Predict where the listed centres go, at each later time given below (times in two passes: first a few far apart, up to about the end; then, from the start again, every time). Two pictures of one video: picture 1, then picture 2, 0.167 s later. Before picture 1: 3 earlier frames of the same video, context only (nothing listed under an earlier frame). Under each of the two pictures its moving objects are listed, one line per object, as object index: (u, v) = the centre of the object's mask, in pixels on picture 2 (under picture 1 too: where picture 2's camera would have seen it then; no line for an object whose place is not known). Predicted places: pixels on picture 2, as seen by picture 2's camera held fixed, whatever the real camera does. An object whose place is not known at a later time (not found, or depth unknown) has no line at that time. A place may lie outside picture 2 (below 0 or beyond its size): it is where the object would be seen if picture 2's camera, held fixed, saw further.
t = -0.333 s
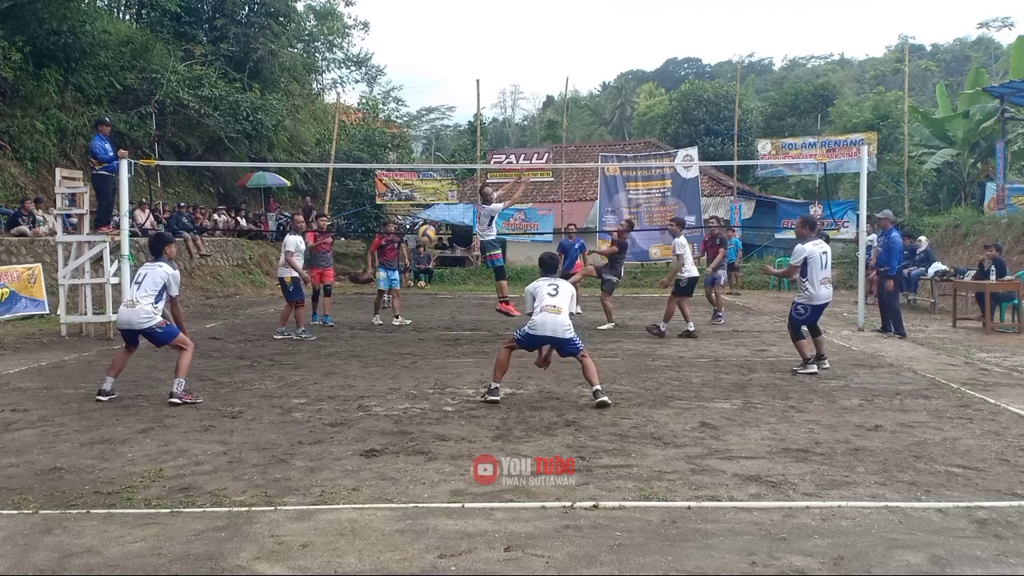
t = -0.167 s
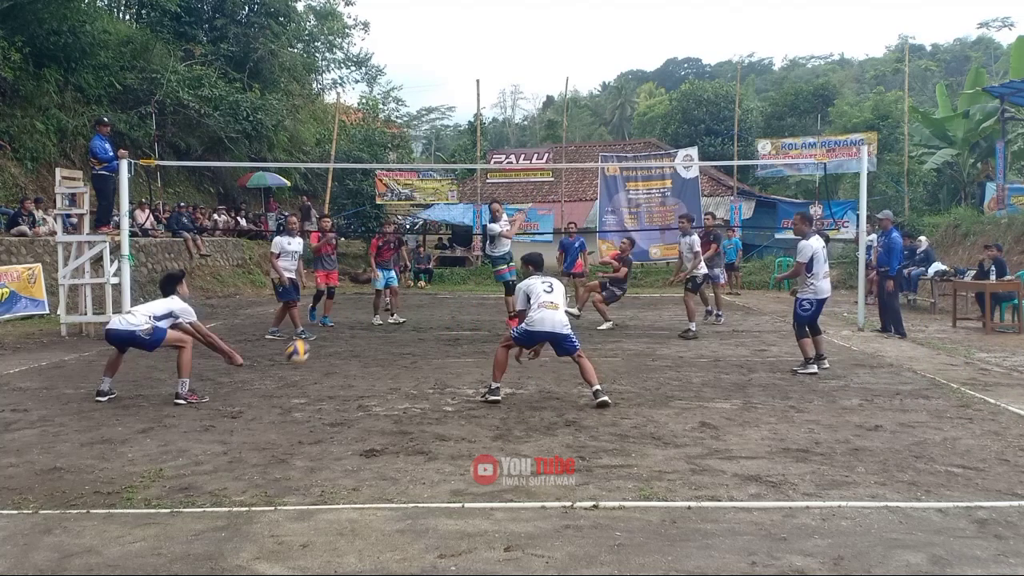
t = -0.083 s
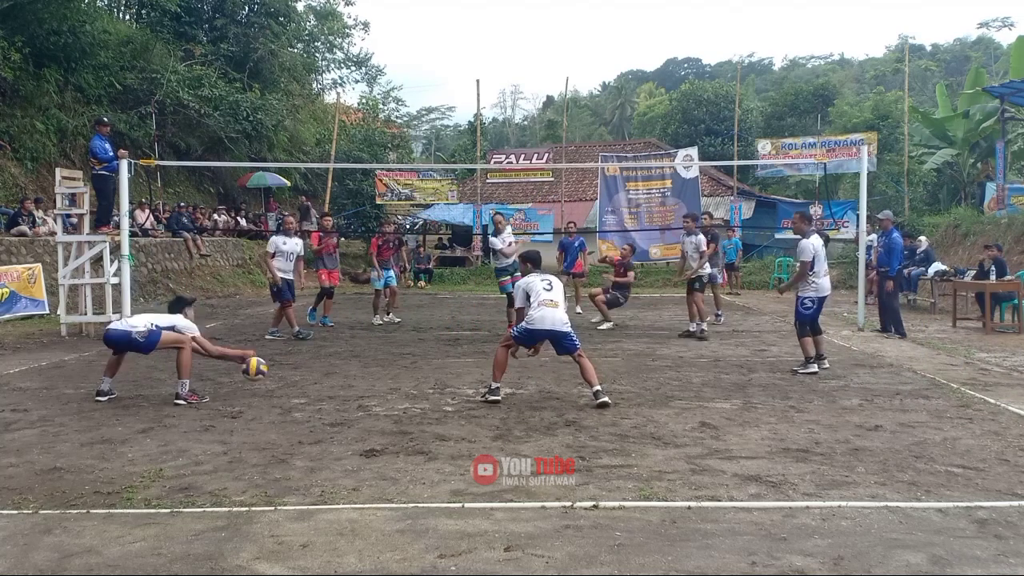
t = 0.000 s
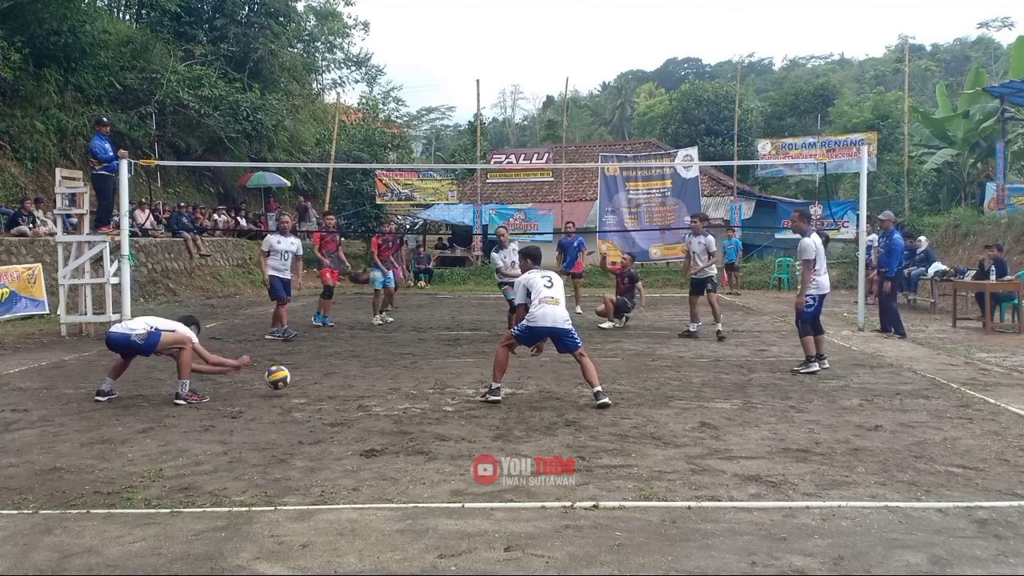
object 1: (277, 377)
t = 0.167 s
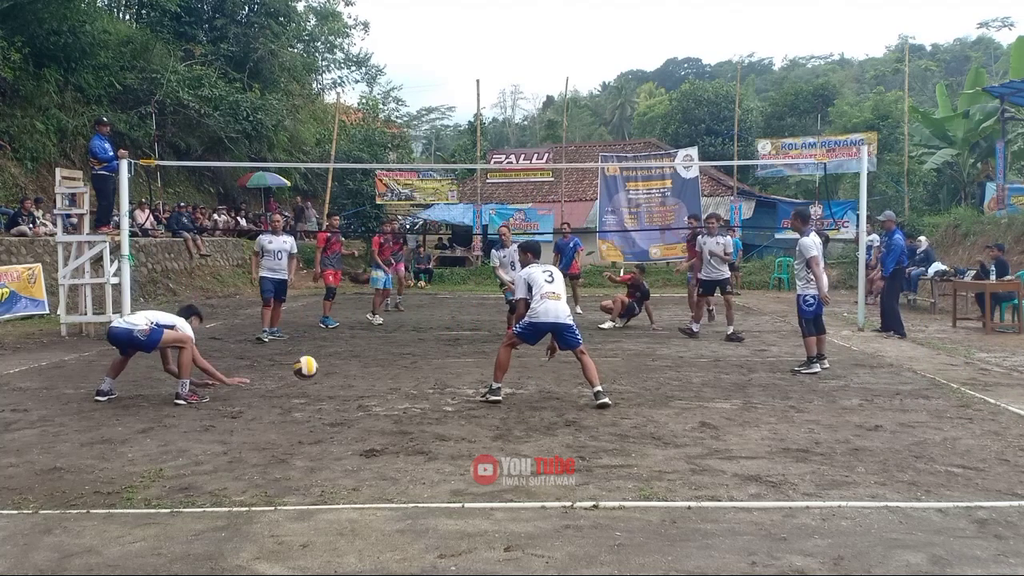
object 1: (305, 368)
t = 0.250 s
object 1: (316, 372)
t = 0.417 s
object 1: (346, 378)
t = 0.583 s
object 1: (377, 386)
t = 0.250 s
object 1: (316, 372)
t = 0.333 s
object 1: (334, 383)
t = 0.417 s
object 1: (346, 378)
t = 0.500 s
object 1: (365, 380)
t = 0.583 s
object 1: (377, 386)
